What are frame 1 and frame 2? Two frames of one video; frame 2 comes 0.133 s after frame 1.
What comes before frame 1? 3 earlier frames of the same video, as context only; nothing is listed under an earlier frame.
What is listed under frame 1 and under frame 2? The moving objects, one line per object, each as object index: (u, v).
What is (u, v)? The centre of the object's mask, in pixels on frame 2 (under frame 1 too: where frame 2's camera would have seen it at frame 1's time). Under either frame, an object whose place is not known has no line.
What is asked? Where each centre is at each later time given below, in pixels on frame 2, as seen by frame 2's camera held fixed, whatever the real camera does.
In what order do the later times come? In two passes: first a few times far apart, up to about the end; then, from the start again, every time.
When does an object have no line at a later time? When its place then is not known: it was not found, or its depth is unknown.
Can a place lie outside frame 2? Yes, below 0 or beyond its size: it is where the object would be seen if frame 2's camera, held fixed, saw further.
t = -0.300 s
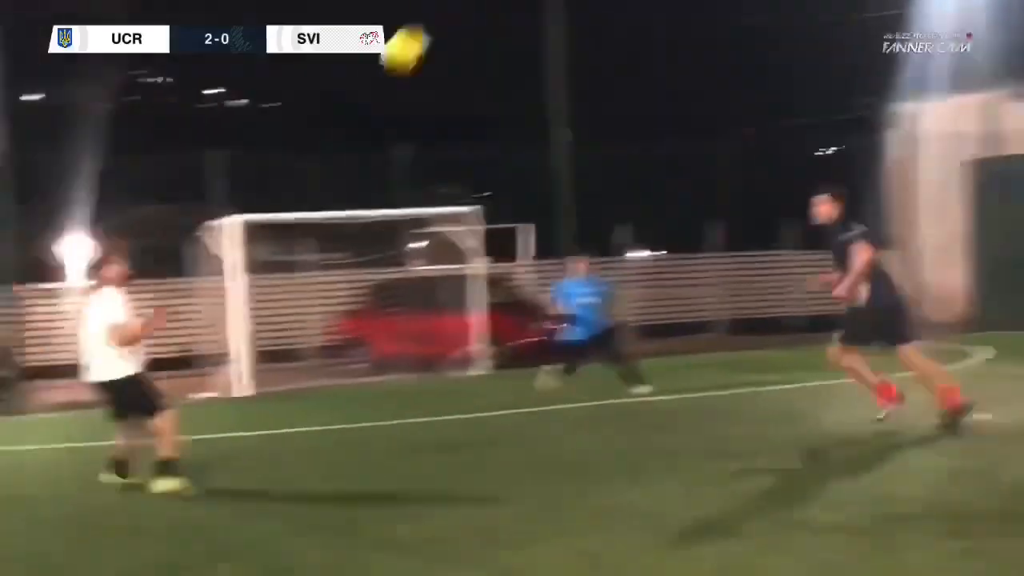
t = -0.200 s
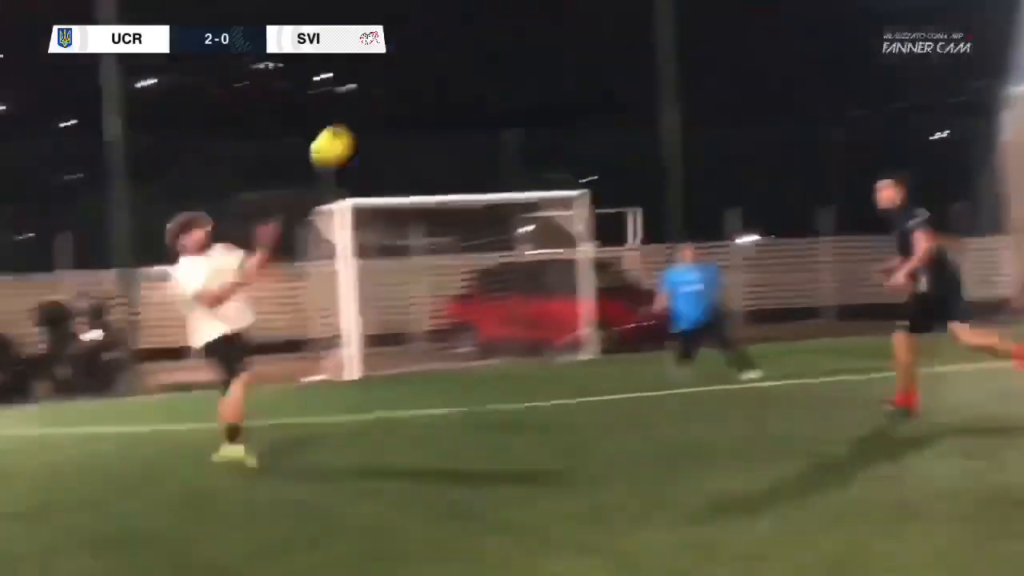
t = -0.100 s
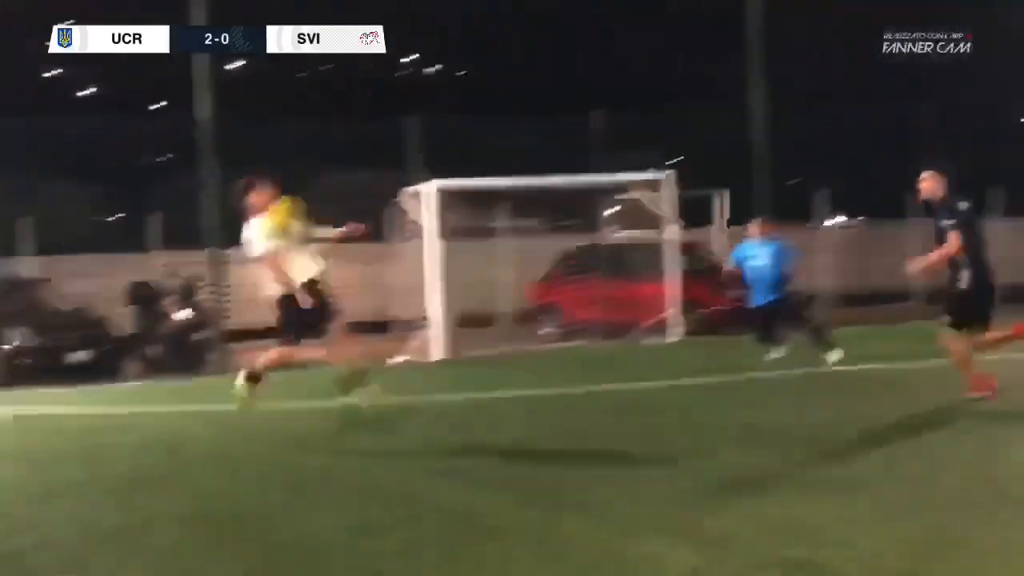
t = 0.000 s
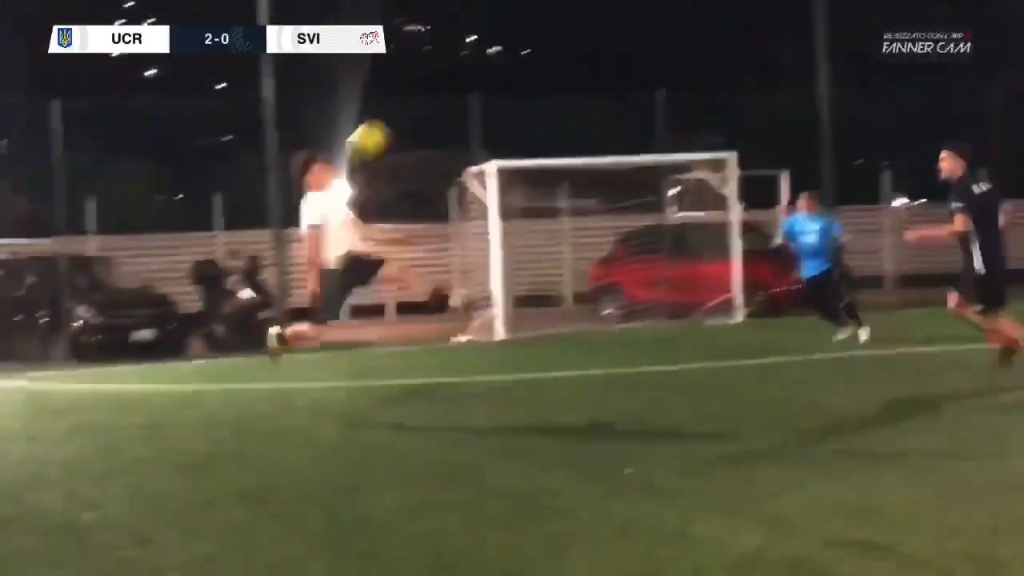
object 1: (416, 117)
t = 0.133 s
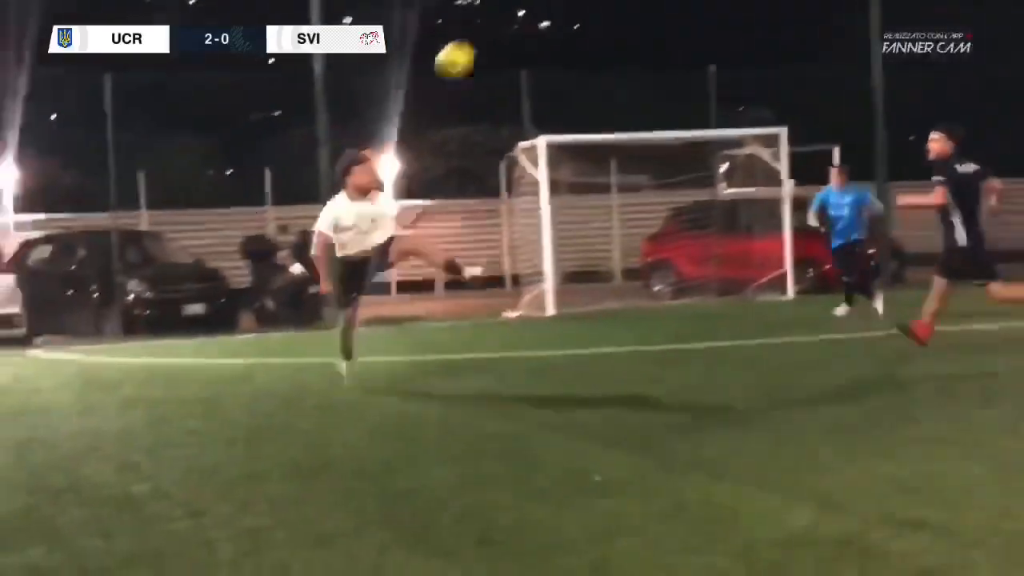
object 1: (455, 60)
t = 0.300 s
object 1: (502, 36)
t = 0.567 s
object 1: (584, 74)
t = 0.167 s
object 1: (464, 50)
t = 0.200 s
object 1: (475, 43)
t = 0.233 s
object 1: (483, 37)
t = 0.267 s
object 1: (493, 35)
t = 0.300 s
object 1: (502, 36)
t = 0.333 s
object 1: (512, 38)
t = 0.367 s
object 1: (522, 40)
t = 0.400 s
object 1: (532, 43)
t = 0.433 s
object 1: (542, 47)
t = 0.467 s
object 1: (552, 51)
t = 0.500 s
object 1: (563, 57)
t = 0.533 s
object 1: (573, 64)
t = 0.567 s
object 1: (584, 74)
